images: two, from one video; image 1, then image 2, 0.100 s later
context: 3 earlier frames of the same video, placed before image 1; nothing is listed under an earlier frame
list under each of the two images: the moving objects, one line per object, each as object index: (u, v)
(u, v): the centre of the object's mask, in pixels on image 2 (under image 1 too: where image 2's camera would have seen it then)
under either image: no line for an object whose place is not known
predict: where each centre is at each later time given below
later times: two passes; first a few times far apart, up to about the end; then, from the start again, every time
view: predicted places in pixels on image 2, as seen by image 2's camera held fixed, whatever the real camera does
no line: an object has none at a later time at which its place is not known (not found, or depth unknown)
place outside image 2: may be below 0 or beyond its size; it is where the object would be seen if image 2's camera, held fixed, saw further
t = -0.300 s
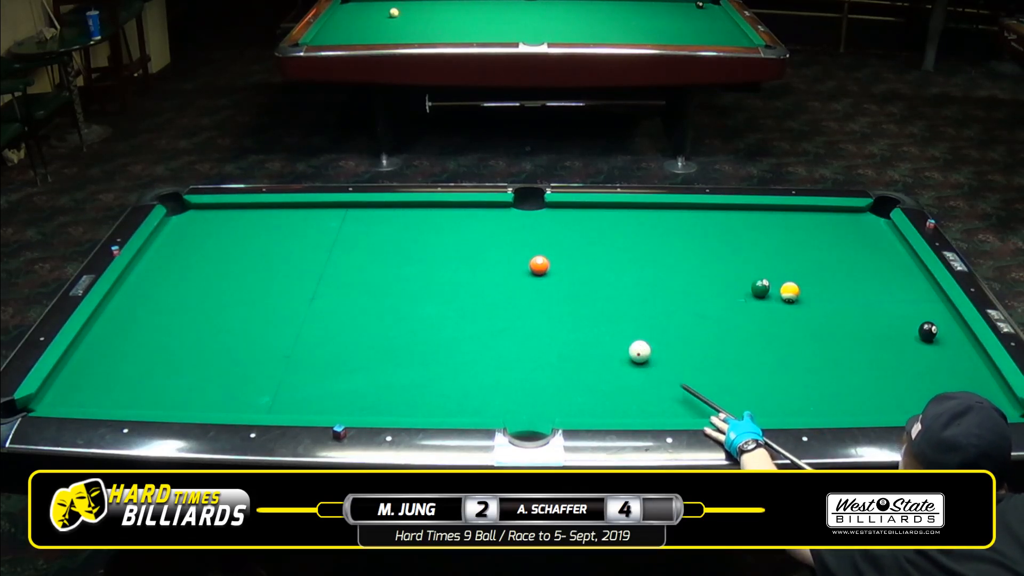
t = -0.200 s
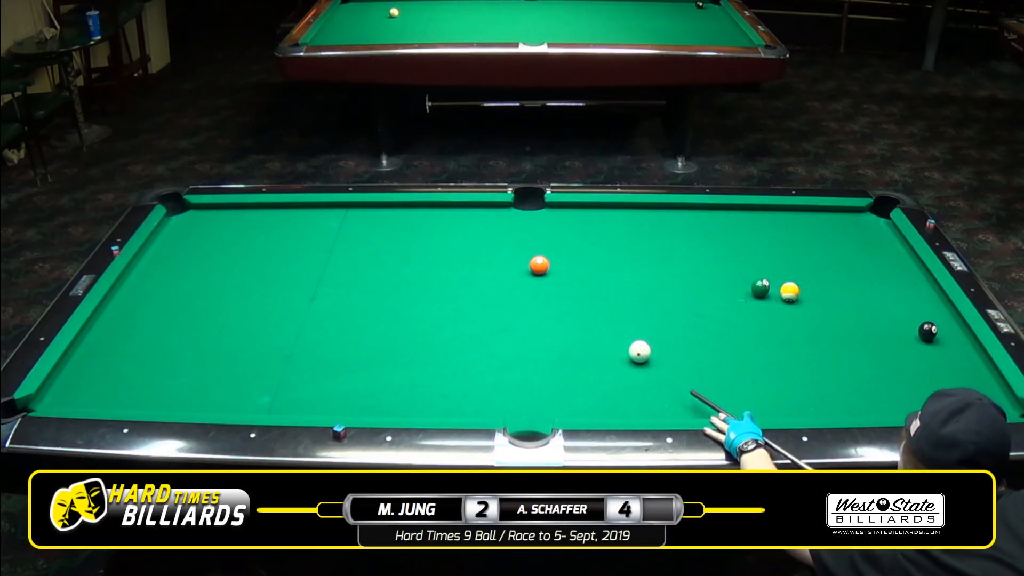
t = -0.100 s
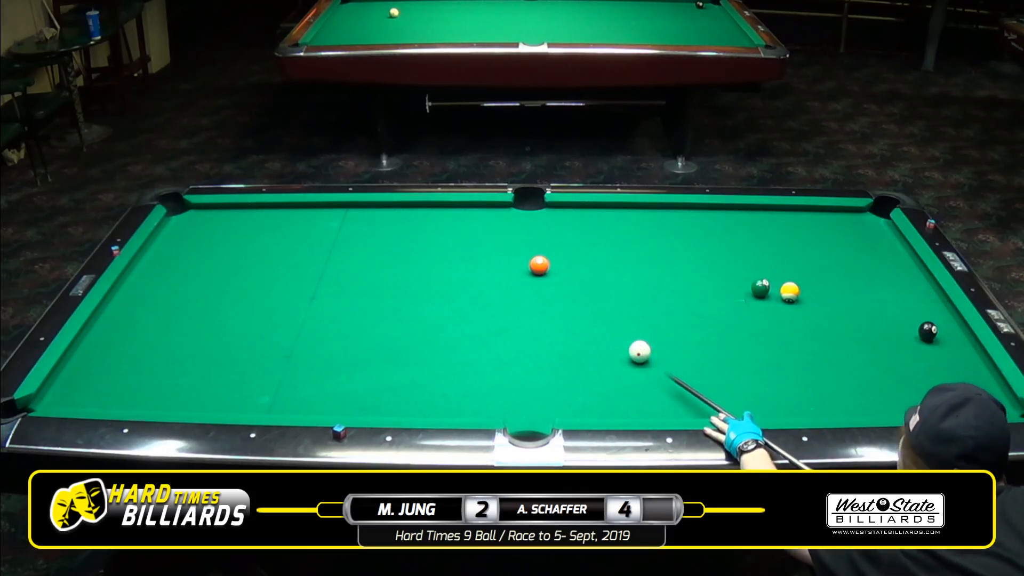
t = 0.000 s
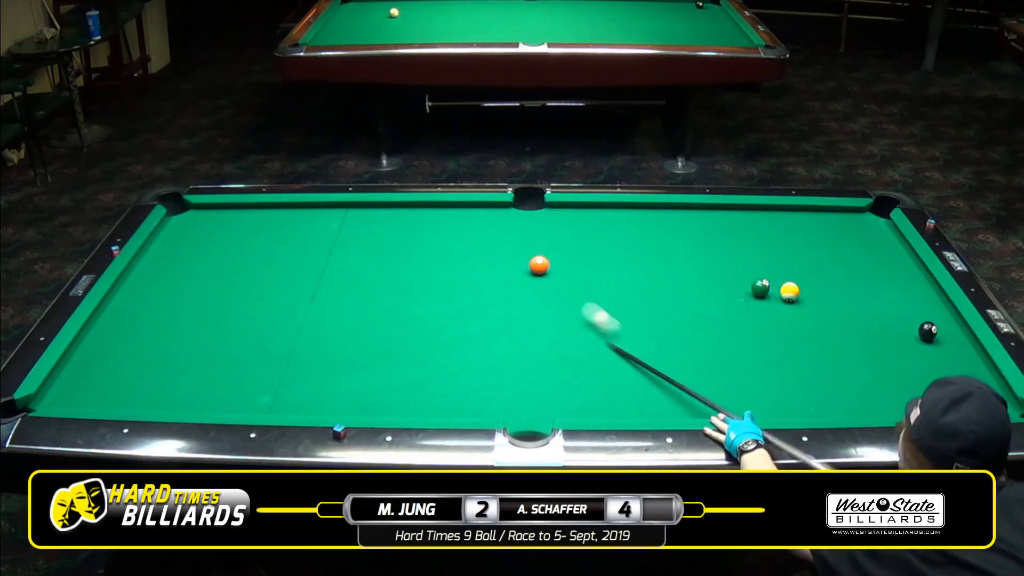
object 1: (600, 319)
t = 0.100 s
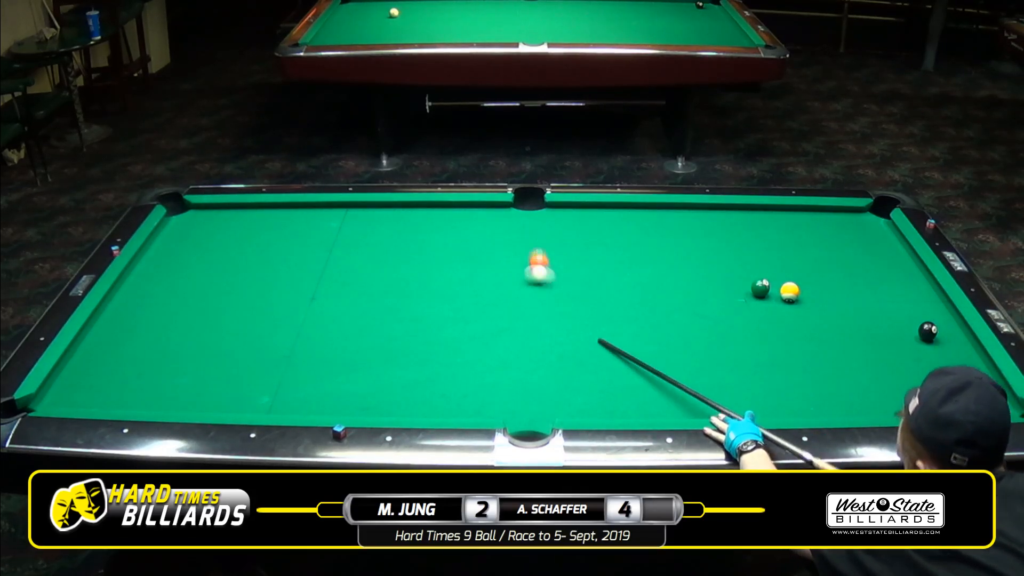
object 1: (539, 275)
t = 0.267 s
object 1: (473, 278)
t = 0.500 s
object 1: (393, 284)
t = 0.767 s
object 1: (303, 290)
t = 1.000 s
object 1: (228, 295)
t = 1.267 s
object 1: (145, 301)
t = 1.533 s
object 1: (120, 315)
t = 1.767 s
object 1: (141, 334)
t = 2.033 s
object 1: (166, 356)
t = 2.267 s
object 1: (188, 377)
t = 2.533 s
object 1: (216, 401)
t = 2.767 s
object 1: (247, 401)
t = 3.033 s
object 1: (285, 387)
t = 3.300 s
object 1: (319, 373)
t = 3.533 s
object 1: (347, 362)
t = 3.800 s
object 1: (375, 350)
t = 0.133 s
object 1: (524, 275)
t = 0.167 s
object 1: (510, 275)
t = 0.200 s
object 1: (497, 276)
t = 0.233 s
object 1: (485, 277)
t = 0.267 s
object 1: (473, 278)
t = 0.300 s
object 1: (462, 279)
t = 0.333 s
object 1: (450, 280)
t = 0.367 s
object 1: (439, 281)
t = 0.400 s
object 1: (427, 281)
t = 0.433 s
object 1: (416, 282)
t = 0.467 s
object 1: (404, 283)
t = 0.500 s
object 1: (393, 284)
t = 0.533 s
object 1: (382, 284)
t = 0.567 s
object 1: (371, 286)
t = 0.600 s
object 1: (359, 286)
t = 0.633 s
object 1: (348, 287)
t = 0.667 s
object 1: (337, 288)
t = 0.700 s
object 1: (326, 289)
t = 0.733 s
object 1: (314, 289)
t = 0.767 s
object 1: (303, 290)
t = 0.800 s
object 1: (292, 291)
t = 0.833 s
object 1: (282, 292)
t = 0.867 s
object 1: (271, 292)
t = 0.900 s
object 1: (260, 293)
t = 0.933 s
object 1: (249, 294)
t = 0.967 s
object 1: (238, 295)
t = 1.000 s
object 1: (228, 295)
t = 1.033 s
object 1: (217, 296)
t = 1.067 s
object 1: (206, 297)
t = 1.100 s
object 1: (196, 297)
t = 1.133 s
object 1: (186, 298)
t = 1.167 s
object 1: (175, 299)
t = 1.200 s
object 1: (165, 300)
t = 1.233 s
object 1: (155, 301)
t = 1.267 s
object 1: (145, 301)
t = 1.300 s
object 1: (135, 302)
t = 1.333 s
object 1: (125, 303)
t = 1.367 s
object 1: (115, 303)
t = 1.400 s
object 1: (108, 304)
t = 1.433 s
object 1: (110, 307)
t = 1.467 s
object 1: (114, 310)
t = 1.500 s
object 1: (117, 312)
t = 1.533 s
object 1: (120, 315)
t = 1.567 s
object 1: (123, 318)
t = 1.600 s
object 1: (126, 320)
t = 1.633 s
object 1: (129, 323)
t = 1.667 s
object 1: (132, 325)
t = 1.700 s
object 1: (135, 328)
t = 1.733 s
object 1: (137, 331)
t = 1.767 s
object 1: (141, 334)
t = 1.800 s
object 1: (144, 336)
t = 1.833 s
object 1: (147, 339)
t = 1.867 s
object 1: (150, 342)
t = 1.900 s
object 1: (153, 345)
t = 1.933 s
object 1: (156, 348)
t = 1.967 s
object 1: (159, 350)
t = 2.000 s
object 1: (162, 353)
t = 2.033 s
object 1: (166, 356)
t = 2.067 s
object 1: (169, 359)
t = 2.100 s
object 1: (172, 362)
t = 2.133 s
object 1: (175, 365)
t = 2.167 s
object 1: (178, 368)
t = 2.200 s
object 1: (182, 371)
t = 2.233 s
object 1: (185, 374)
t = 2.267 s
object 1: (188, 377)
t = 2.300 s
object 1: (192, 380)
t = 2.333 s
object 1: (195, 382)
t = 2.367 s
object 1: (199, 386)
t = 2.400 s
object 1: (202, 389)
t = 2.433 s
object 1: (206, 392)
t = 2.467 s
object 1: (209, 395)
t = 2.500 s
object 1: (212, 398)
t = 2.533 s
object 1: (216, 401)
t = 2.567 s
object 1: (220, 403)
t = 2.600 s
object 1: (223, 405)
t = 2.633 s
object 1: (227, 406)
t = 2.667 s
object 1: (232, 405)
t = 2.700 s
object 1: (237, 404)
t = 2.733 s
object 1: (242, 403)
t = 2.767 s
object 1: (247, 401)
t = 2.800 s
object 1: (252, 400)
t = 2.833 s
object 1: (257, 398)
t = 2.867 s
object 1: (262, 396)
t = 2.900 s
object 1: (266, 394)
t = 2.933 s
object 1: (271, 392)
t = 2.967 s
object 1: (276, 390)
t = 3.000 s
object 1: (280, 389)
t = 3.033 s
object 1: (285, 387)
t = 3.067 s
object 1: (289, 385)
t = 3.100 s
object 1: (294, 383)
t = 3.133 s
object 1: (298, 381)
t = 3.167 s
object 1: (303, 380)
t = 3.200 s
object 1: (307, 378)
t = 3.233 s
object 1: (311, 376)
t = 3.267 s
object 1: (315, 375)
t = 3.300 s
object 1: (319, 373)
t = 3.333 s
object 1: (323, 371)
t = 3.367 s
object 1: (327, 370)
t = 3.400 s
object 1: (331, 368)
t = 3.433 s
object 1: (335, 366)
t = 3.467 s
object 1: (339, 365)
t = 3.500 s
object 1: (343, 363)
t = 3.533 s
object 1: (347, 362)
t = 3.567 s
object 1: (350, 360)
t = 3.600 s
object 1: (354, 359)
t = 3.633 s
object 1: (358, 358)
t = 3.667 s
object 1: (361, 356)
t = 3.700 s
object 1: (365, 355)
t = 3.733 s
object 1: (368, 353)
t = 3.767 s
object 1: (372, 352)
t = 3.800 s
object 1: (375, 350)
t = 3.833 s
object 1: (379, 349)
